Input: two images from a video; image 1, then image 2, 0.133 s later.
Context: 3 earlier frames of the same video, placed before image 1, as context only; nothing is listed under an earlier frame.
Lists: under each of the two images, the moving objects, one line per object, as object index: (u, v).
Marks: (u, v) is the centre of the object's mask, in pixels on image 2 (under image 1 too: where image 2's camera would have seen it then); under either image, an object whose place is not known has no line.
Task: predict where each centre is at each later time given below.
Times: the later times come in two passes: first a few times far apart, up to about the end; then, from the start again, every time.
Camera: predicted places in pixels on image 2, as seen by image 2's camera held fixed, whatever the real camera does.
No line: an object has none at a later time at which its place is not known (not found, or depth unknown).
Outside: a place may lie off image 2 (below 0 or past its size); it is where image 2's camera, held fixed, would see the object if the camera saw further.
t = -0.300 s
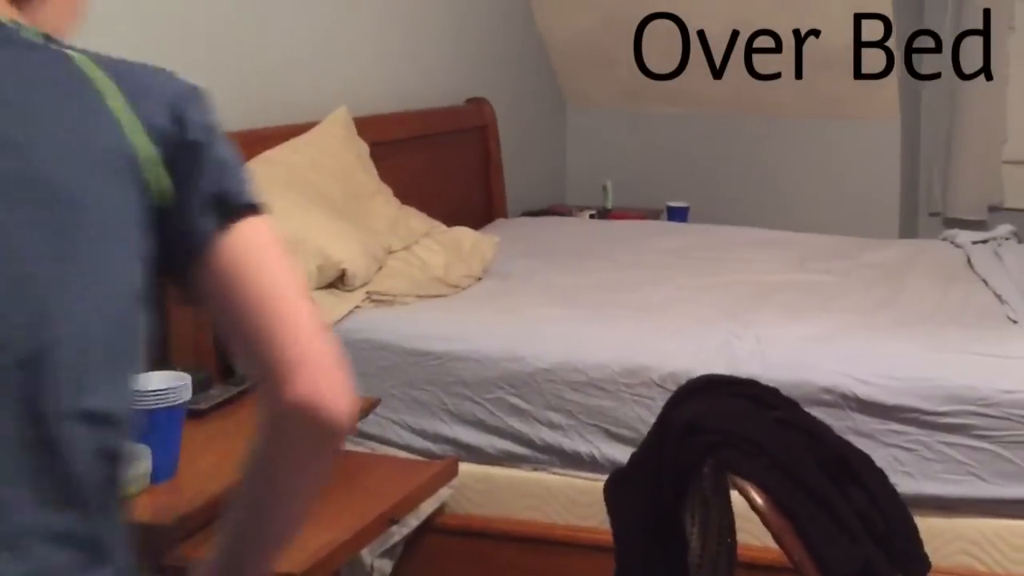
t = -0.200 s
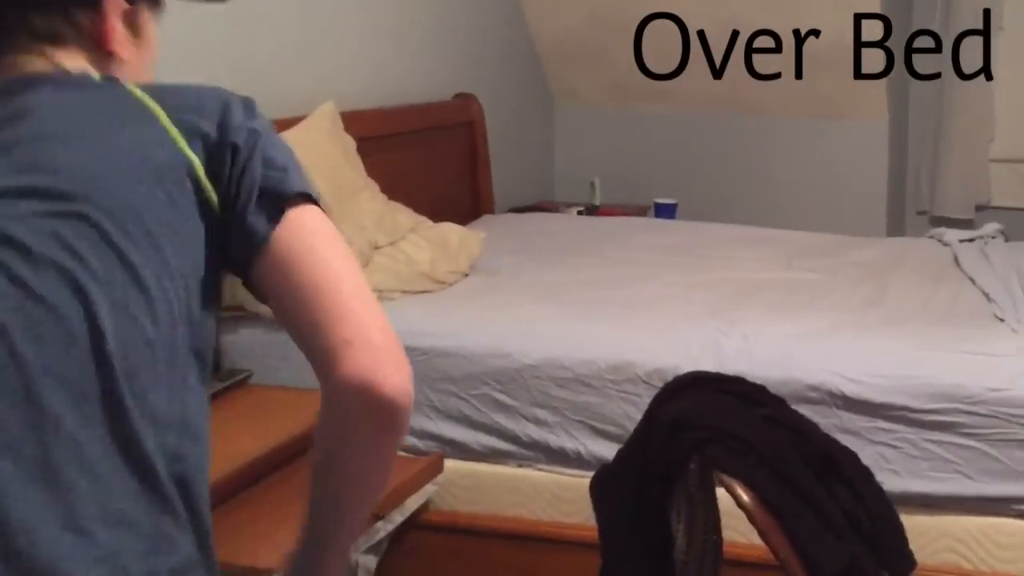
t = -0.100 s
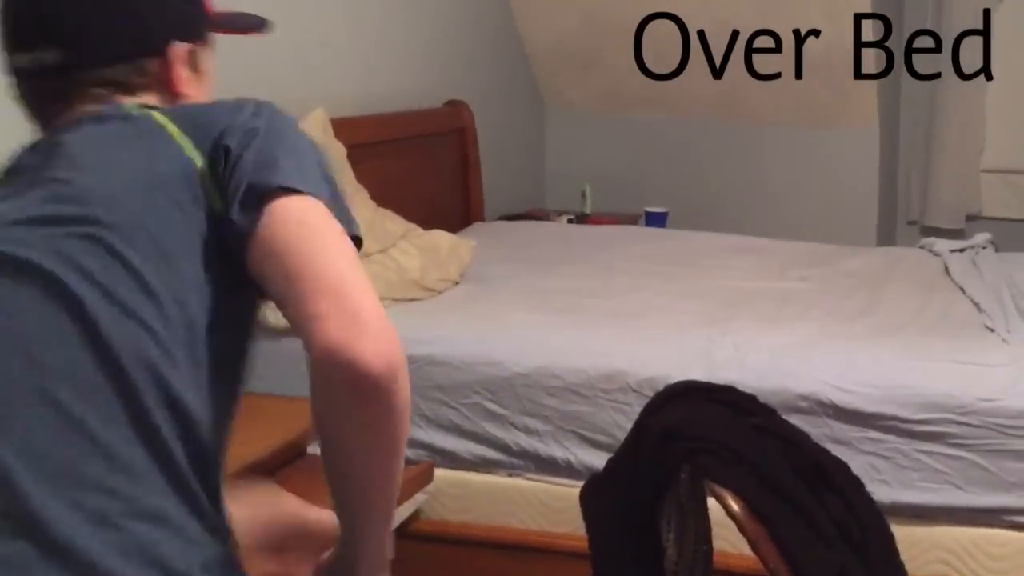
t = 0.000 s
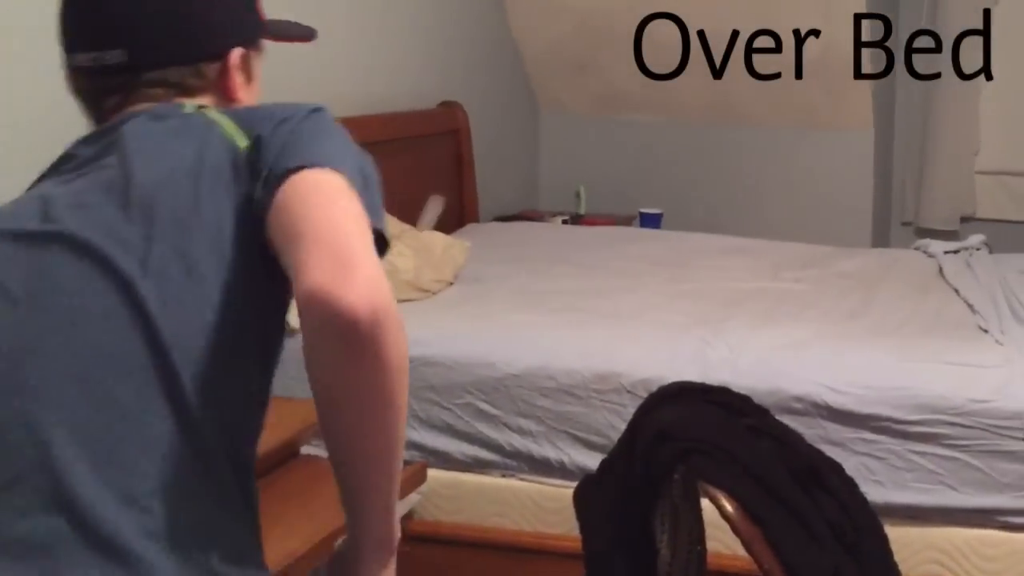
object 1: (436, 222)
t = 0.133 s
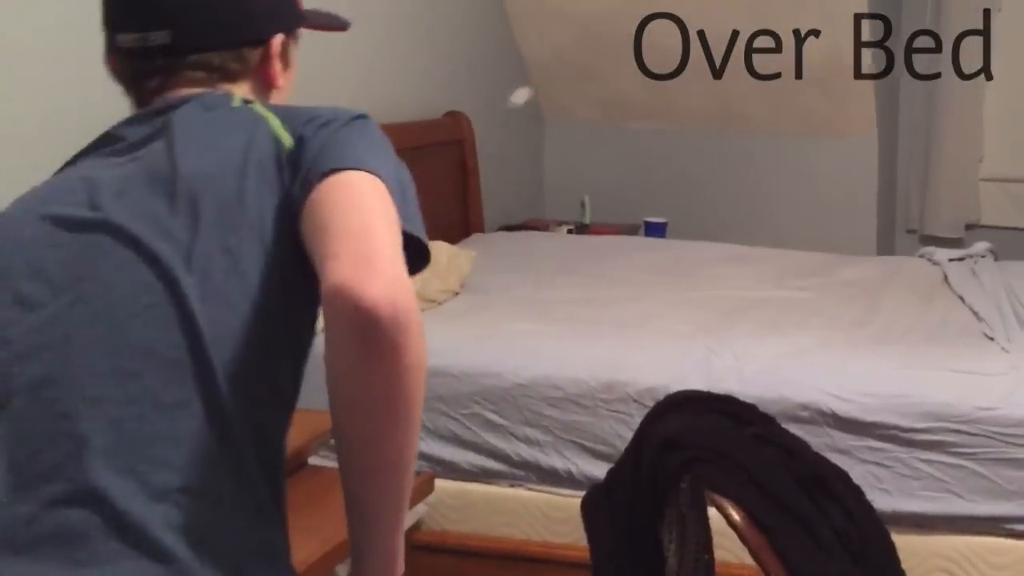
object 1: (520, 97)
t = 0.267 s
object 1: (578, 77)
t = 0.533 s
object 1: (648, 209)
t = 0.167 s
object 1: (538, 84)
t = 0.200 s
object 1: (552, 77)
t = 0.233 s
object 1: (566, 75)
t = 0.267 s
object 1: (578, 77)
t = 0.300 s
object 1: (589, 83)
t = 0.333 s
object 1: (600, 93)
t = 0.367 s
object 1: (610, 106)
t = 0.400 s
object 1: (618, 122)
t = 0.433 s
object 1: (628, 140)
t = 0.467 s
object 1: (636, 160)
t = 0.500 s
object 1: (642, 185)
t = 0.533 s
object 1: (648, 209)
